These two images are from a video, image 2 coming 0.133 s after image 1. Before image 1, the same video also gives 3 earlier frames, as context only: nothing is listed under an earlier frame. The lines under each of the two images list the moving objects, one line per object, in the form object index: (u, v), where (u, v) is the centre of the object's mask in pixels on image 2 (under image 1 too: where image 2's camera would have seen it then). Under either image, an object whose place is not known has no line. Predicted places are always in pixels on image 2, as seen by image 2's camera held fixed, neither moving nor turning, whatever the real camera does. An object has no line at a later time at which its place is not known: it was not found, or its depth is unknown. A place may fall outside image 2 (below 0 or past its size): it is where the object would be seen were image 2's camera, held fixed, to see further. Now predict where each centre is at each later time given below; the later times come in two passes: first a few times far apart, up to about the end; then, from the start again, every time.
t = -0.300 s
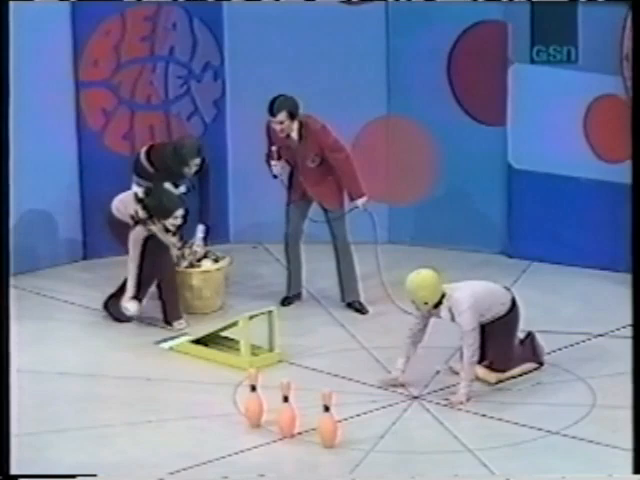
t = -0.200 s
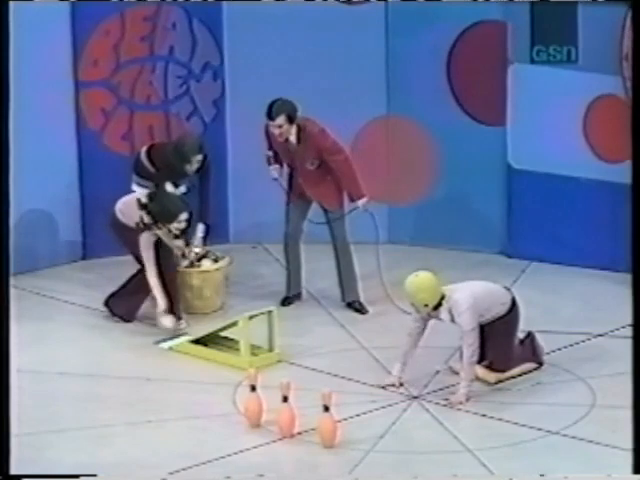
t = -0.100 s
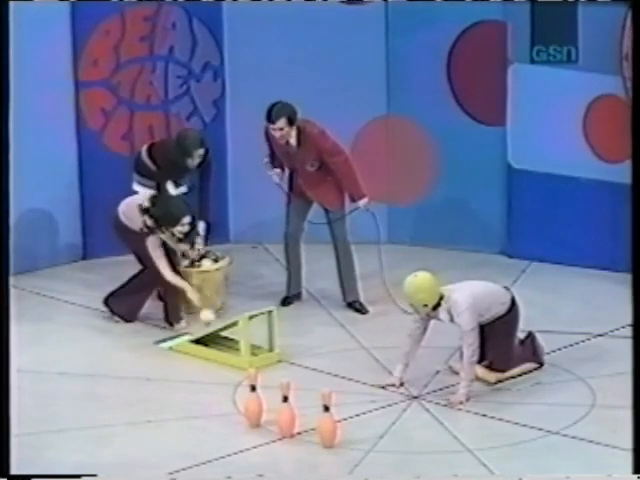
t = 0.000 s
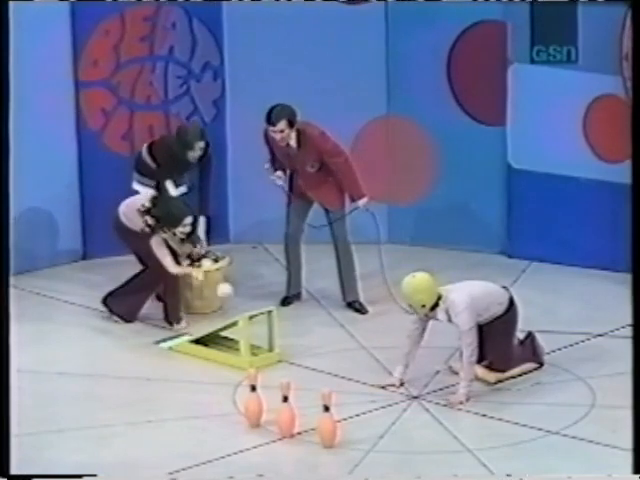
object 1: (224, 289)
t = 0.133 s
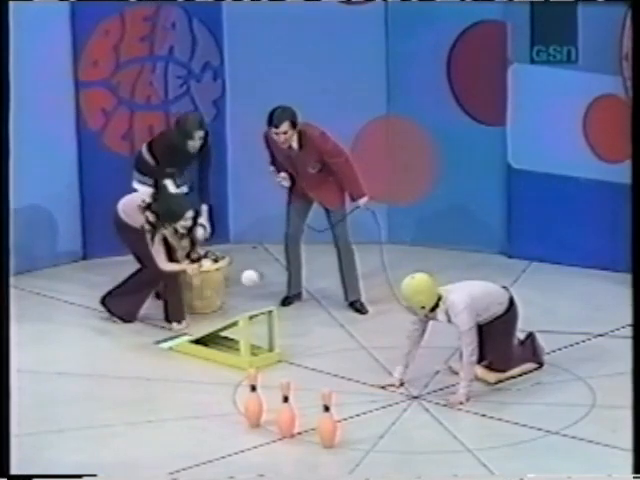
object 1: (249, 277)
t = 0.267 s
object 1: (275, 289)
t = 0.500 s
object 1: (321, 372)
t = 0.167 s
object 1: (255, 278)
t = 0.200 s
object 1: (262, 279)
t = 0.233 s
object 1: (268, 283)
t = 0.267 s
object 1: (275, 289)
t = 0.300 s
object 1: (281, 296)
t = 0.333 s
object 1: (288, 303)
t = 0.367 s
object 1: (294, 313)
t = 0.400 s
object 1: (300, 324)
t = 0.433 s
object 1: (308, 339)
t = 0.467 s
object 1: (315, 355)
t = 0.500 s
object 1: (321, 372)
